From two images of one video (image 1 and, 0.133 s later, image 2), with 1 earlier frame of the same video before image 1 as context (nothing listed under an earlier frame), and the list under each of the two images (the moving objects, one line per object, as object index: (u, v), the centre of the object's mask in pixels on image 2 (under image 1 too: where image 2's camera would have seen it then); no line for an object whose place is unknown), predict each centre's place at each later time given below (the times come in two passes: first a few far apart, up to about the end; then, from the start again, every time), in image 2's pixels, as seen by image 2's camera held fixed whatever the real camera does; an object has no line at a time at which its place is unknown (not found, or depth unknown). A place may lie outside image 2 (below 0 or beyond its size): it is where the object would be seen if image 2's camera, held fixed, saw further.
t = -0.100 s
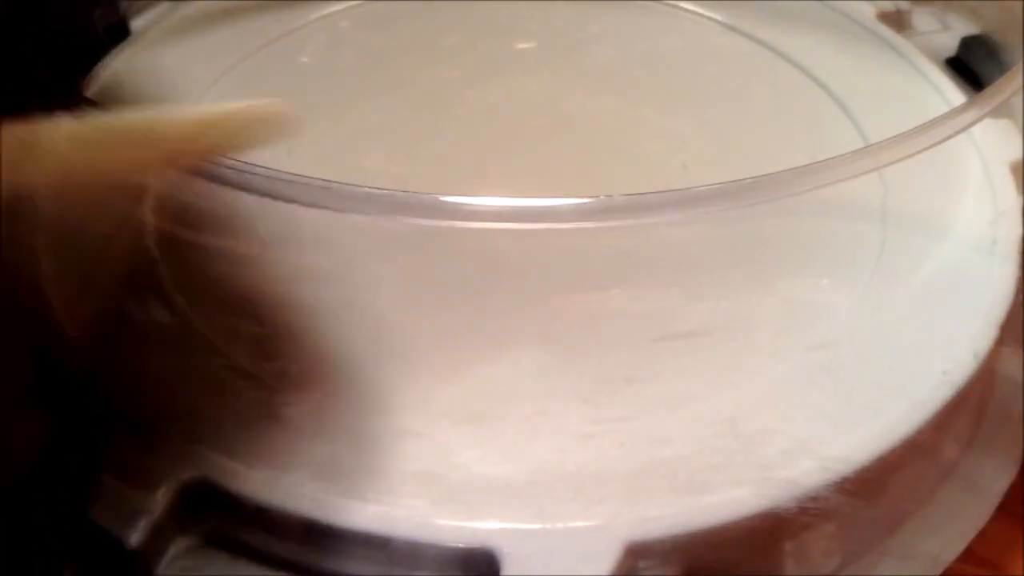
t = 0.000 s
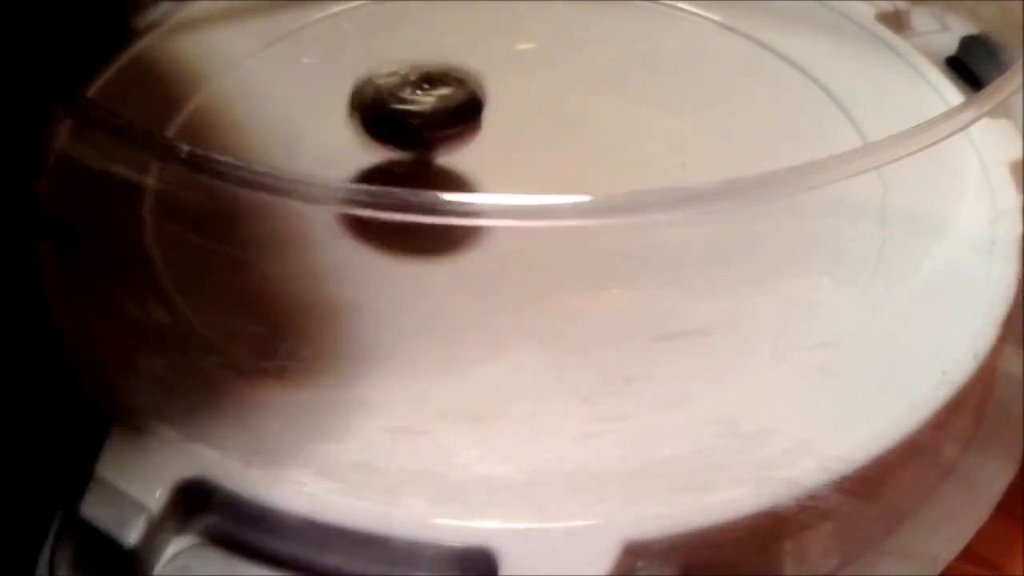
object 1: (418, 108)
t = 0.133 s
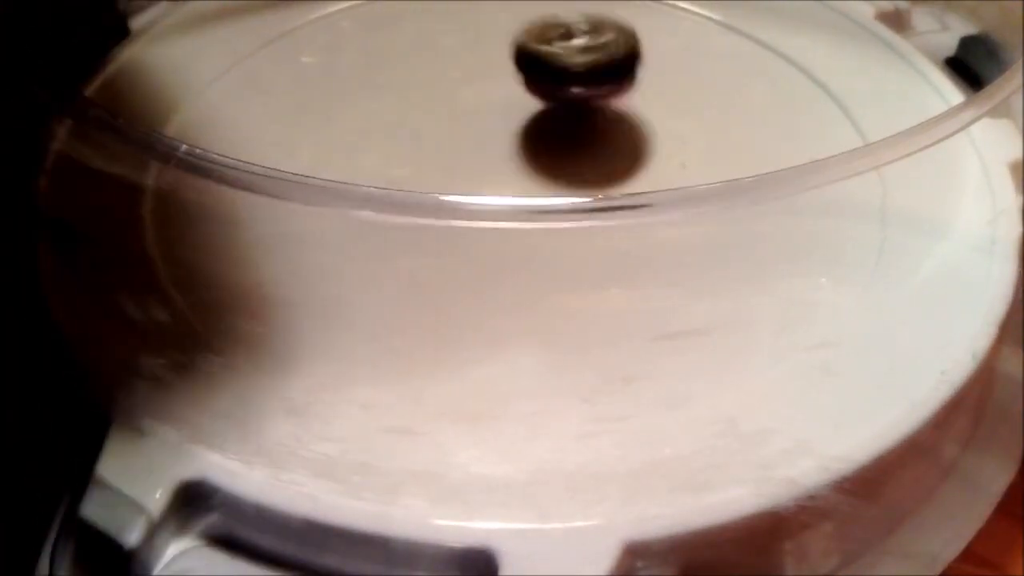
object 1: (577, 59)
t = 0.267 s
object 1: (663, 46)
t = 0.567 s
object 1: (550, 87)
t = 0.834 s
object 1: (474, 106)
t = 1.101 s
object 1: (454, 129)
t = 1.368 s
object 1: (466, 144)
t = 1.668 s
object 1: (502, 149)
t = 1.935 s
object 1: (527, 148)
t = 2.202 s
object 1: (541, 146)
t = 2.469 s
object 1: (541, 147)
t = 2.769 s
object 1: (529, 149)
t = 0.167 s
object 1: (607, 54)
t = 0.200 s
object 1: (629, 40)
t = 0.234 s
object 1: (649, 46)
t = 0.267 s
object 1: (663, 46)
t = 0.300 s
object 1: (670, 48)
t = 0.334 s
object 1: (671, 51)
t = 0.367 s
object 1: (666, 56)
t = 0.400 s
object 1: (654, 65)
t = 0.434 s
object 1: (637, 67)
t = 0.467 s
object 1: (615, 79)
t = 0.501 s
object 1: (592, 84)
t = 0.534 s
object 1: (570, 86)
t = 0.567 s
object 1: (550, 87)
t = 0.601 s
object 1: (532, 90)
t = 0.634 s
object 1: (519, 94)
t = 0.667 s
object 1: (508, 94)
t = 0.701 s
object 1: (500, 90)
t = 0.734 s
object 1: (492, 98)
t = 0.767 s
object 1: (485, 101)
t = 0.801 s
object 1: (480, 102)
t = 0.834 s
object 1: (474, 106)
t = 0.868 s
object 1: (470, 109)
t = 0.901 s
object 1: (466, 112)
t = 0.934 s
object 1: (463, 114)
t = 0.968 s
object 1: (460, 117)
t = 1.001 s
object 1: (458, 121)
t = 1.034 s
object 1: (456, 124)
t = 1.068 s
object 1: (455, 126)
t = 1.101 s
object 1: (454, 129)
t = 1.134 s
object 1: (454, 135)
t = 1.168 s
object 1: (453, 136)
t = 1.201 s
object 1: (454, 136)
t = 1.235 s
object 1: (456, 138)
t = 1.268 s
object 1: (458, 140)
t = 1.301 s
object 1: (460, 142)
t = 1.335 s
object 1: (464, 143)
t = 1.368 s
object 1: (466, 144)
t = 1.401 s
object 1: (471, 145)
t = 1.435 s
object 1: (475, 146)
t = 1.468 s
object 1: (478, 147)
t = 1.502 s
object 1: (483, 147)
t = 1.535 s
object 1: (487, 148)
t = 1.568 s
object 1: (491, 148)
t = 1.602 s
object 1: (495, 148)
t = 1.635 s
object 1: (499, 148)
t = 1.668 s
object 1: (502, 149)
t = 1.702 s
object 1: (507, 149)
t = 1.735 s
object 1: (509, 149)
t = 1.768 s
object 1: (513, 149)
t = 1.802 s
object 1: (516, 148)
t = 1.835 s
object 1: (518, 148)
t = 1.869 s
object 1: (522, 148)
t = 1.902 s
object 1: (524, 148)
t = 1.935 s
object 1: (527, 148)
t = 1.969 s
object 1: (530, 147)
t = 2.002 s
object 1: (532, 147)
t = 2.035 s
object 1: (534, 147)
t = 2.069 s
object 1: (536, 147)
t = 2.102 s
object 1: (537, 147)
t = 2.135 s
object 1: (539, 146)
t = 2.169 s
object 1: (540, 146)
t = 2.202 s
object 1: (541, 146)
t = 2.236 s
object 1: (541, 146)
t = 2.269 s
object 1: (541, 147)
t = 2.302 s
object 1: (542, 146)
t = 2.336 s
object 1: (542, 147)
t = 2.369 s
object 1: (542, 147)
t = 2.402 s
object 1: (541, 147)
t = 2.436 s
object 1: (541, 147)
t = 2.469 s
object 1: (541, 147)
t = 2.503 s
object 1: (539, 147)
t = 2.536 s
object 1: (539, 147)
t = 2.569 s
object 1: (537, 148)
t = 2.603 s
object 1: (536, 148)
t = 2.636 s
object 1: (535, 148)
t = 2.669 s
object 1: (533, 148)
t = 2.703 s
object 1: (532, 148)
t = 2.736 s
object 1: (530, 149)
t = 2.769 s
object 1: (529, 149)
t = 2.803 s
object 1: (527, 150)
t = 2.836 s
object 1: (526, 150)
